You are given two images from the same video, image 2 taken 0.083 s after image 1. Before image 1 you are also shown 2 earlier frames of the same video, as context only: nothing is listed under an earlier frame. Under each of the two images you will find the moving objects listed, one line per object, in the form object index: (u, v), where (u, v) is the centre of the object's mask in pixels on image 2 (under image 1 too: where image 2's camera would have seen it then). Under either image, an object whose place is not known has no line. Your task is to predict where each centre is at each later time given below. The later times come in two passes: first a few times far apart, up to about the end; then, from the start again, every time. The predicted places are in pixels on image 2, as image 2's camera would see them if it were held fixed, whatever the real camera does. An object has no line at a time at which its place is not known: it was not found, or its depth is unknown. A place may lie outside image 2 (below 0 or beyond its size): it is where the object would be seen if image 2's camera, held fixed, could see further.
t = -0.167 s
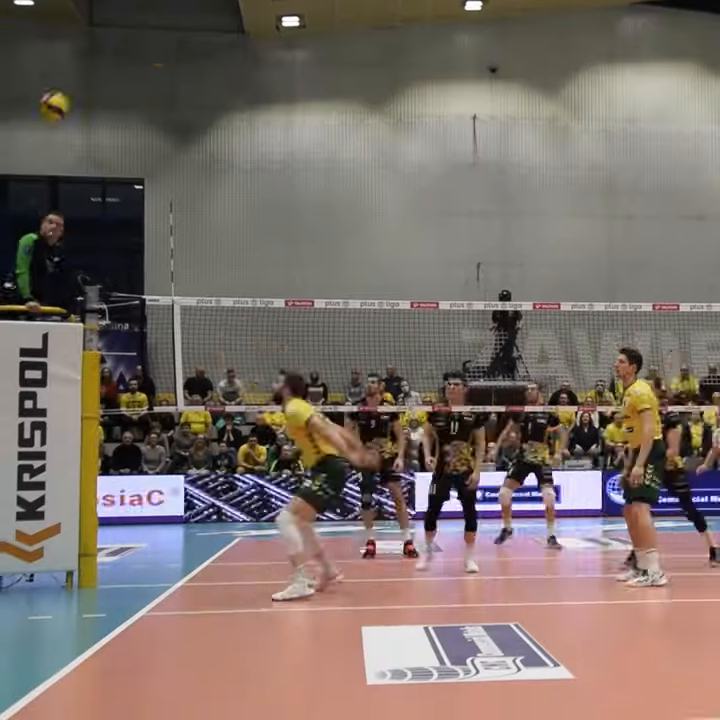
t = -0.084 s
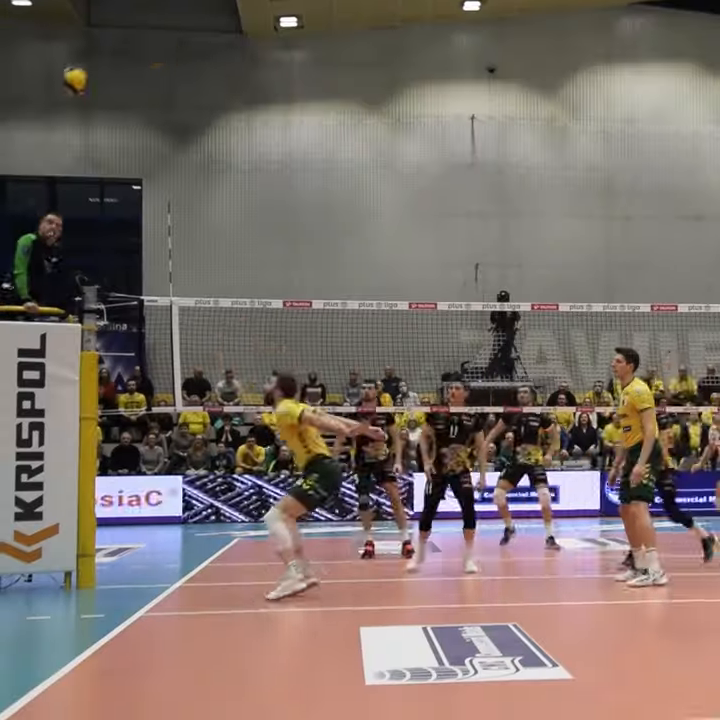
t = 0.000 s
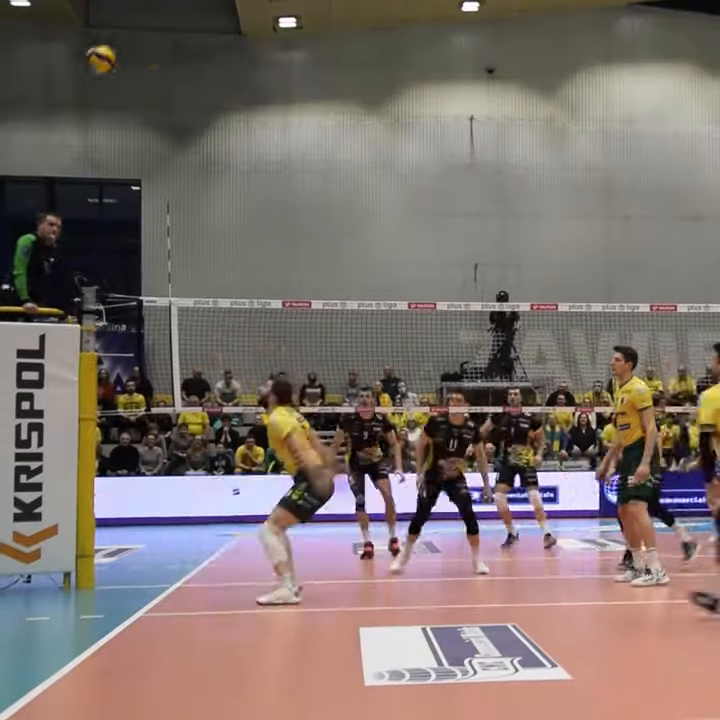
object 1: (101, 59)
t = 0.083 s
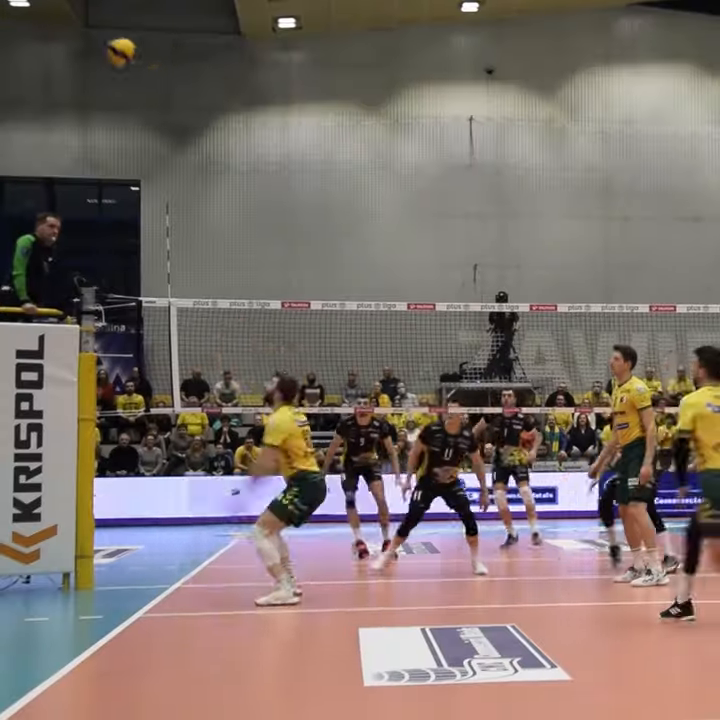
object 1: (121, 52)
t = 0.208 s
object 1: (155, 53)
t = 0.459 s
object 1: (221, 110)
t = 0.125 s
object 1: (133, 50)
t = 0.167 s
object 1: (143, 50)
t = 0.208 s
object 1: (155, 53)
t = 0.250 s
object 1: (167, 57)
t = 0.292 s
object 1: (176, 65)
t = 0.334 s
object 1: (188, 73)
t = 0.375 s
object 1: (199, 84)
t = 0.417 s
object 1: (210, 98)
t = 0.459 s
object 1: (221, 110)
